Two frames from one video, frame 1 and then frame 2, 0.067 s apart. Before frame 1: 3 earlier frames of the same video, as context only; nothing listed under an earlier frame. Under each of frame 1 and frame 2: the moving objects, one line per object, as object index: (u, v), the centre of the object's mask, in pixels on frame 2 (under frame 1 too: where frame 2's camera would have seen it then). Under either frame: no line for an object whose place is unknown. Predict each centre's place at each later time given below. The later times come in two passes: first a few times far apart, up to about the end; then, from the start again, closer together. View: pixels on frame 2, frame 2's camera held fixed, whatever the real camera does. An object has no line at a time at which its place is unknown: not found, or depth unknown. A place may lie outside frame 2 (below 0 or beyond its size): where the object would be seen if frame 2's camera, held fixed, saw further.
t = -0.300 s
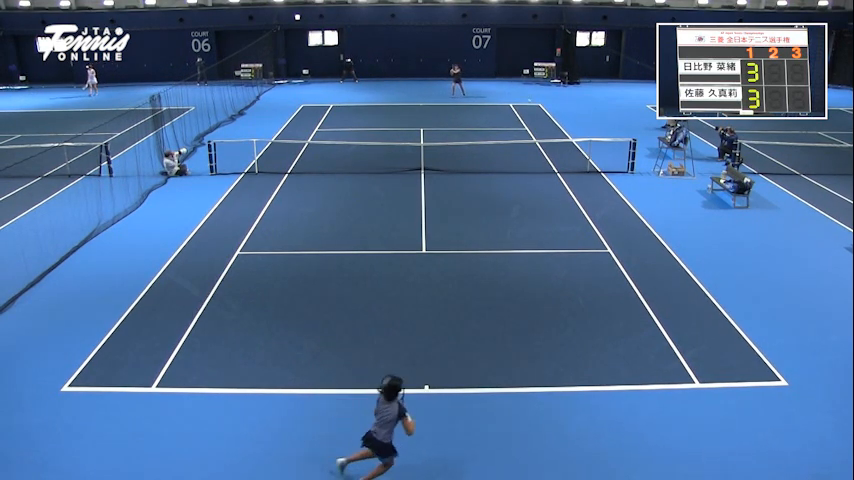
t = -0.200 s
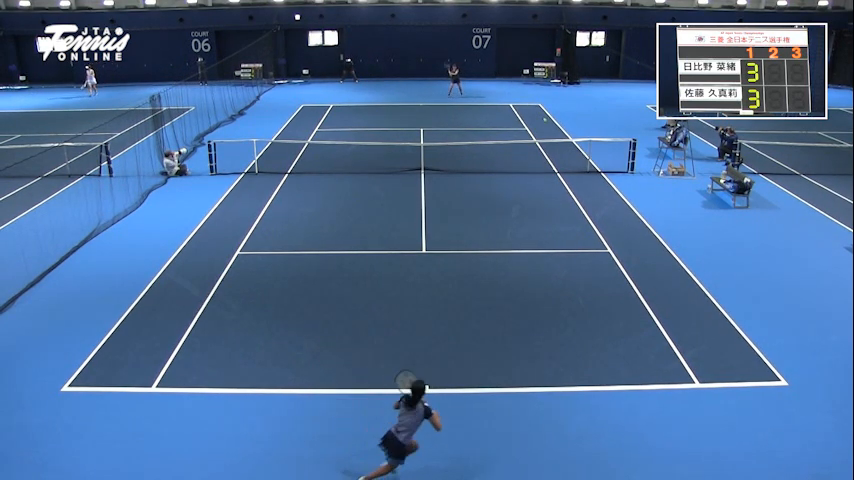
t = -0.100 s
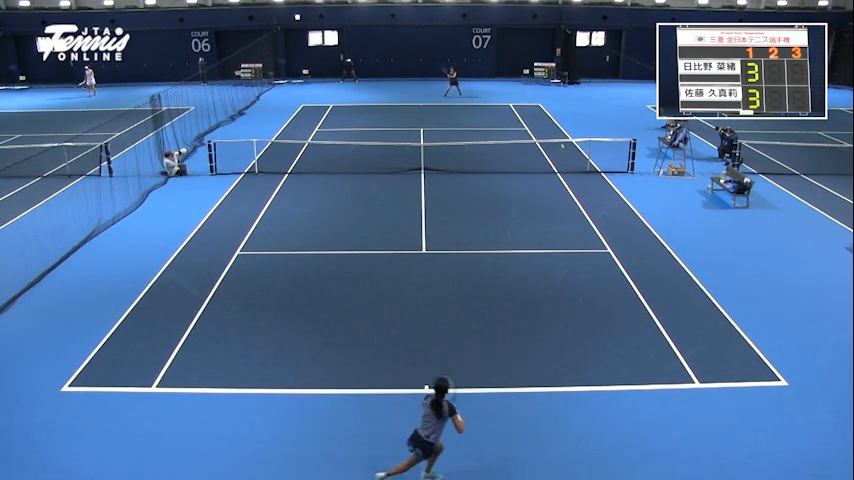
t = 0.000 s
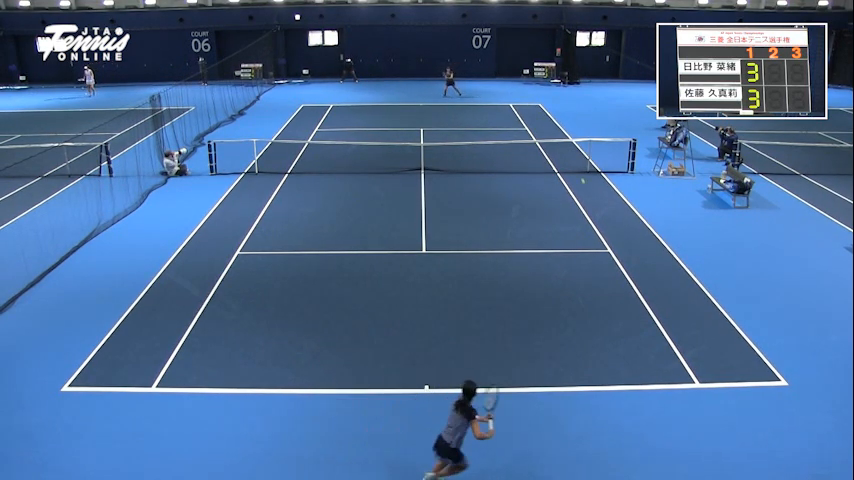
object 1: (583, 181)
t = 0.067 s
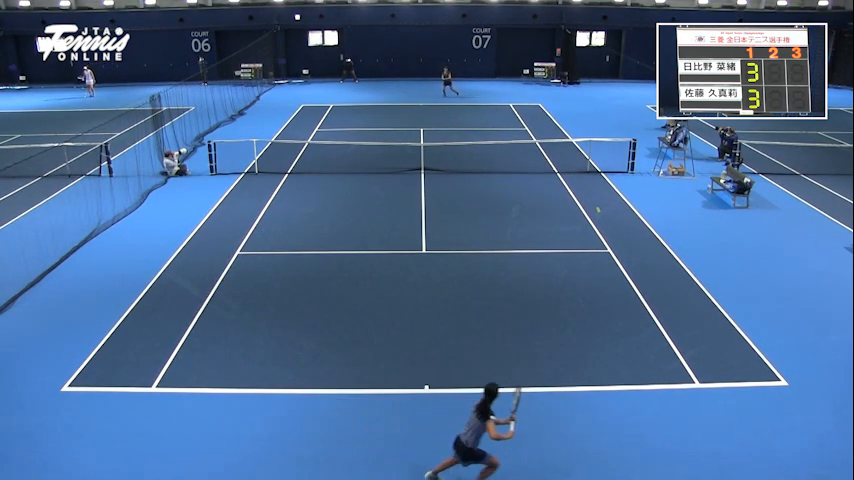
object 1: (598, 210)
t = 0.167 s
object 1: (623, 262)
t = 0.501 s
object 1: (696, 308)
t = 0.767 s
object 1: (769, 381)
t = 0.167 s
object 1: (623, 262)
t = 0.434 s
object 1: (680, 300)
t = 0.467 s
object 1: (688, 304)
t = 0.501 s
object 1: (696, 308)
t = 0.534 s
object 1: (704, 313)
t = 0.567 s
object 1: (712, 320)
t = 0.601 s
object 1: (722, 327)
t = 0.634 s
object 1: (730, 335)
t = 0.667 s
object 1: (739, 345)
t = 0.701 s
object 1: (749, 356)
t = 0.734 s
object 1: (759, 368)
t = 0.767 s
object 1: (769, 381)
